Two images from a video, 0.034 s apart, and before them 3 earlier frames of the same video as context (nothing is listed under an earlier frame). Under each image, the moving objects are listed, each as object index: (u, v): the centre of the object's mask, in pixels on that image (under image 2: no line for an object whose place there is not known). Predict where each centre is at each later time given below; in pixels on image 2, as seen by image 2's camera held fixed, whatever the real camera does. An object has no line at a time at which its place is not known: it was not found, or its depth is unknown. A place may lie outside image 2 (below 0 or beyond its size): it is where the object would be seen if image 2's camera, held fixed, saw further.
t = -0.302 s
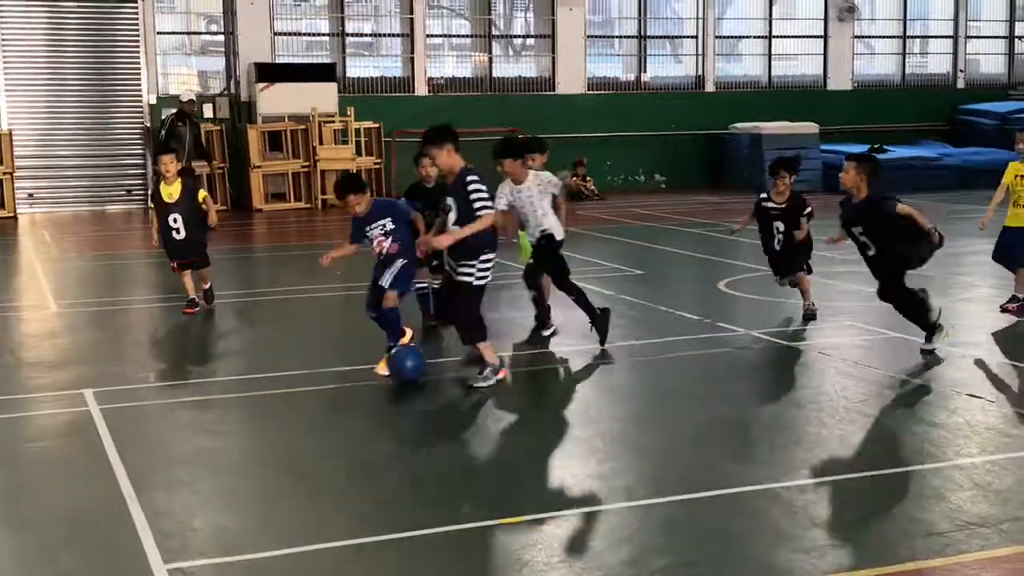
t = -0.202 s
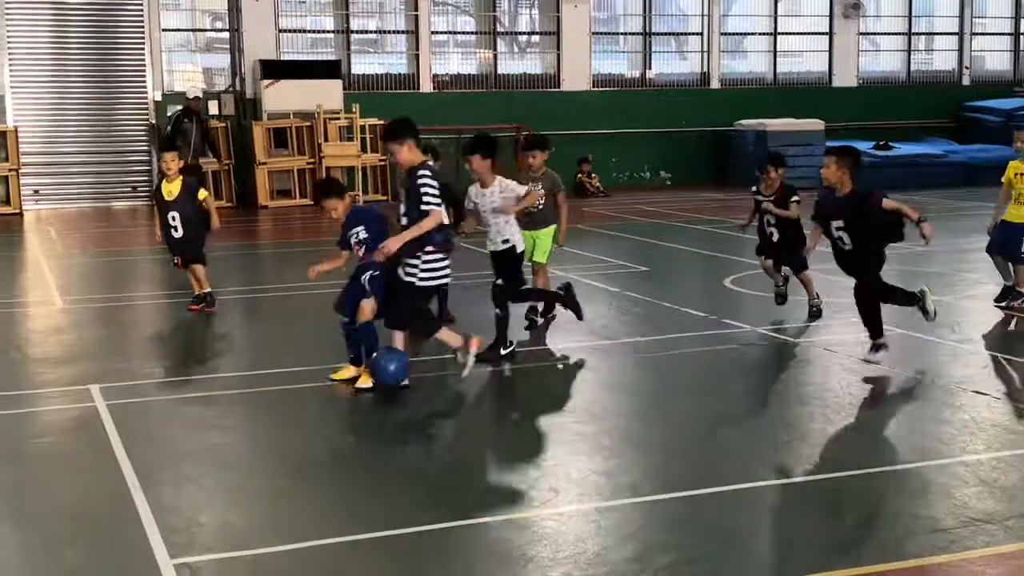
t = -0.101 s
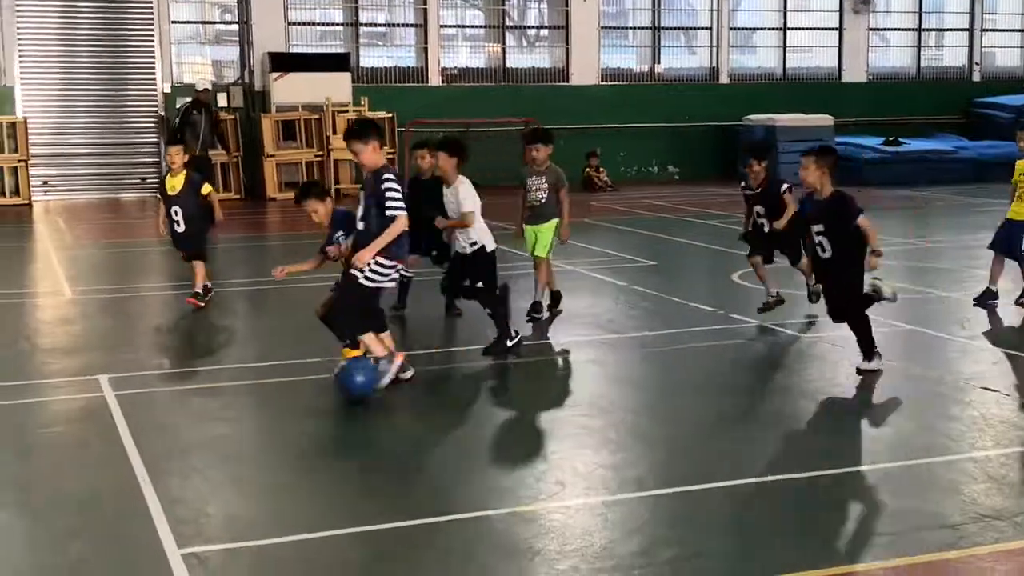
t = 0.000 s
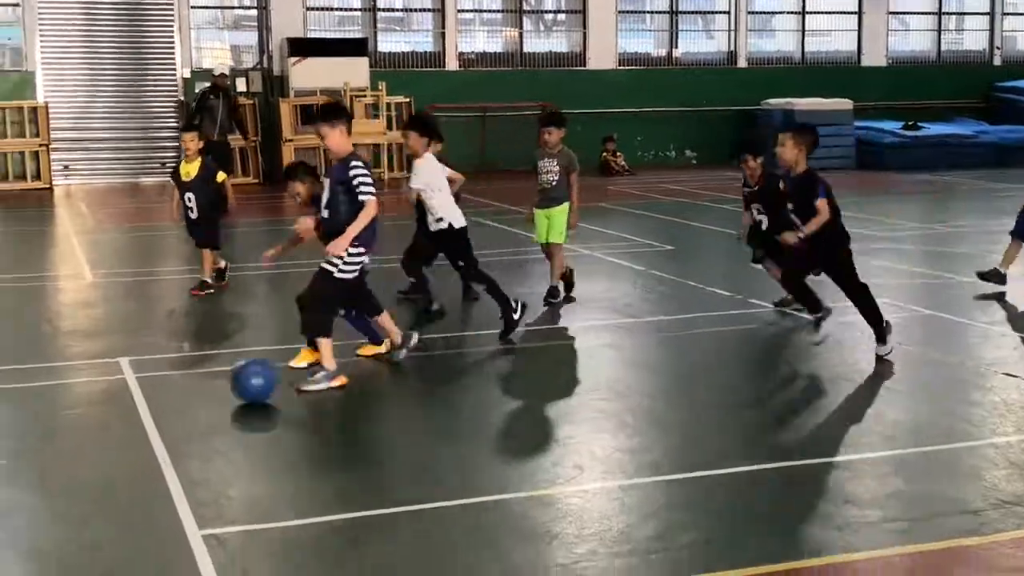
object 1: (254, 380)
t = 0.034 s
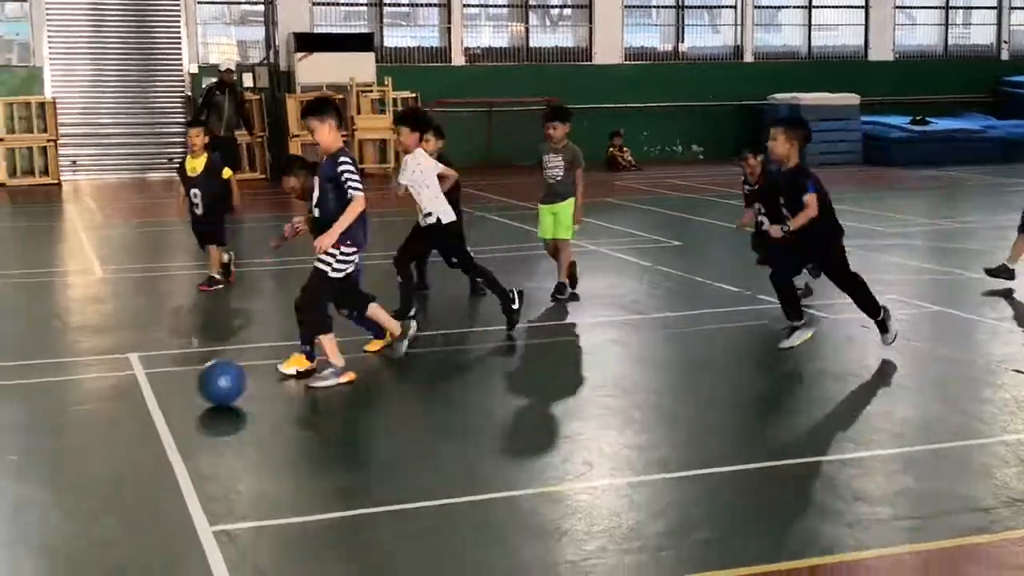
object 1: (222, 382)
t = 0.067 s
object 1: (180, 390)
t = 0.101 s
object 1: (137, 396)
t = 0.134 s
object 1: (96, 404)
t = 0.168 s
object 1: (53, 411)
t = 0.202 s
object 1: (11, 418)
